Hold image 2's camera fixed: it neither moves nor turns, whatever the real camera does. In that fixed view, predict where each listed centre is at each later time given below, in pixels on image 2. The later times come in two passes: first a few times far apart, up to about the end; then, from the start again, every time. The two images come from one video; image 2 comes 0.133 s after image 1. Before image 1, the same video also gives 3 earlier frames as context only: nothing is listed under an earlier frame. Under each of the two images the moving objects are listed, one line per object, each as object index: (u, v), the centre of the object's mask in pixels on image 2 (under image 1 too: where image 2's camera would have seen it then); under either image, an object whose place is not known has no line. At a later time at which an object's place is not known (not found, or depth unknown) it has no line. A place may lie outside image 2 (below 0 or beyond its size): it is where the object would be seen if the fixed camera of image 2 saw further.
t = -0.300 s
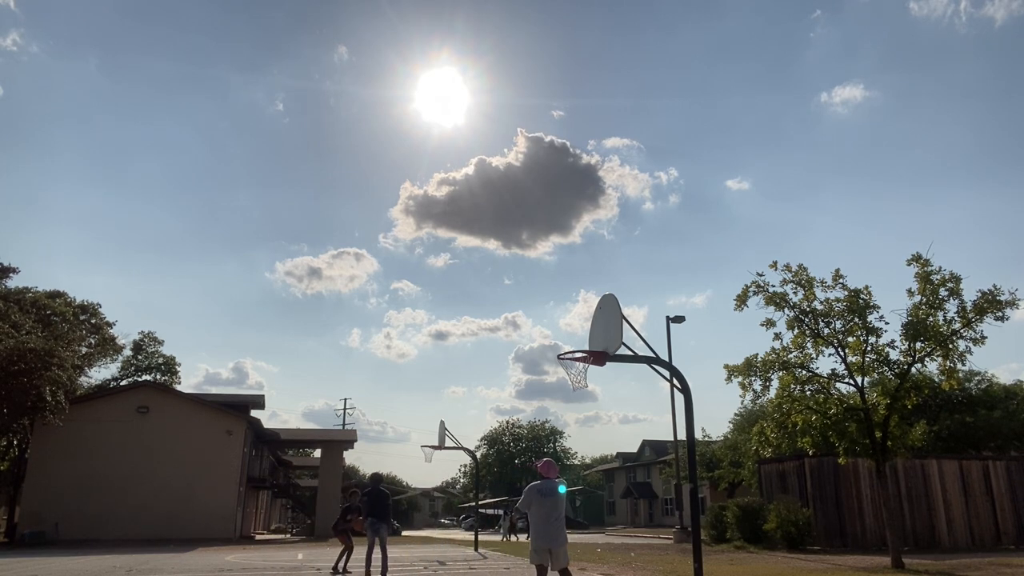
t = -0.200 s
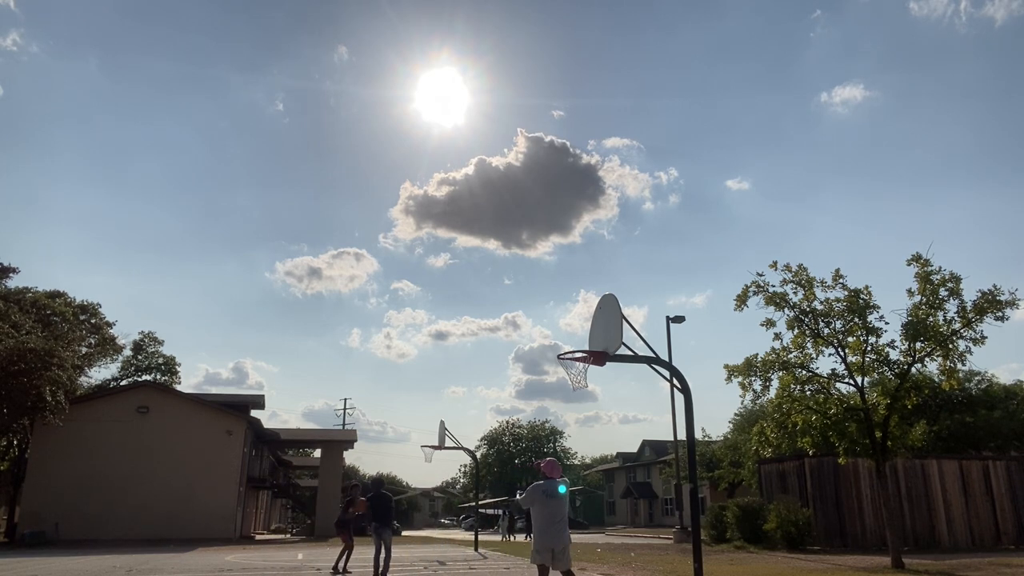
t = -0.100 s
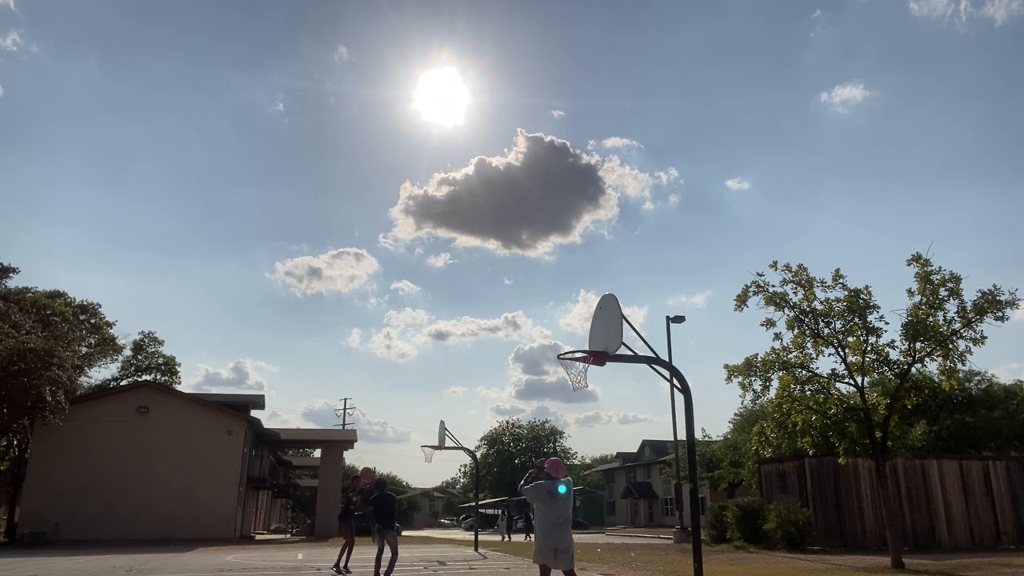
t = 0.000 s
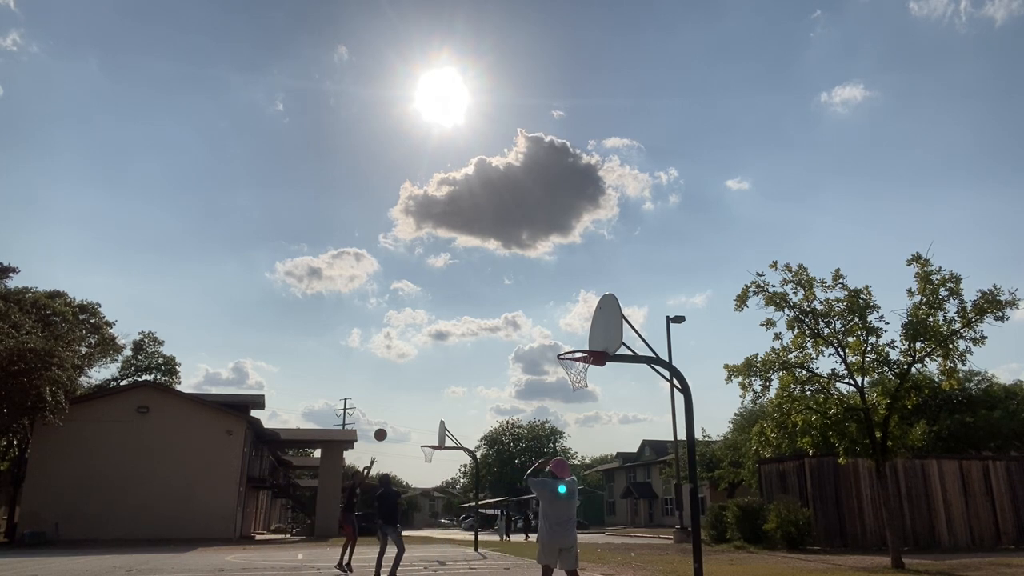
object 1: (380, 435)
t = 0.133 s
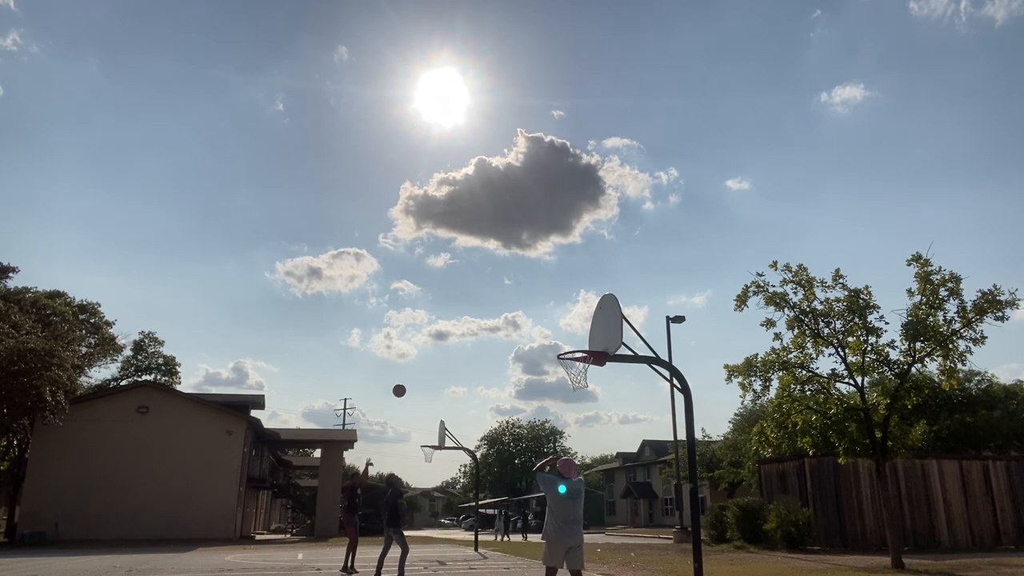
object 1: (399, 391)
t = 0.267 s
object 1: (418, 355)
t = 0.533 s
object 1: (460, 309)
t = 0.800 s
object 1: (508, 301)
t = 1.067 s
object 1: (564, 341)
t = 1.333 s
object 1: (578, 372)
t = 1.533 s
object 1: (568, 407)
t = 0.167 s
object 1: (404, 381)
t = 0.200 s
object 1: (409, 372)
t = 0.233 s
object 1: (413, 363)
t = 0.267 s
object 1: (418, 355)
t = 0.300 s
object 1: (423, 348)
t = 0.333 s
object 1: (428, 340)
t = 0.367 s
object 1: (433, 334)
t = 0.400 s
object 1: (439, 328)
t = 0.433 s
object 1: (444, 322)
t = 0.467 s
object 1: (449, 317)
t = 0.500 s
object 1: (455, 313)
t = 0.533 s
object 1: (460, 309)
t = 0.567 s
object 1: (466, 306)
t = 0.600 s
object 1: (471, 304)
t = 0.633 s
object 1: (477, 302)
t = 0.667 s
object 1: (483, 300)
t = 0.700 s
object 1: (489, 299)
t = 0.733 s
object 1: (495, 299)
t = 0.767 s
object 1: (501, 300)
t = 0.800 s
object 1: (508, 301)
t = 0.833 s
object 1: (514, 303)
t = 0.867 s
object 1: (521, 306)
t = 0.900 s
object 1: (528, 310)
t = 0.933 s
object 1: (535, 314)
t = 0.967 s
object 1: (542, 319)
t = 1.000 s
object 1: (549, 325)
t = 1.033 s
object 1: (557, 333)
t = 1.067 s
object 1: (564, 341)
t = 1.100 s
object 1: (573, 350)
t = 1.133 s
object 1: (581, 360)
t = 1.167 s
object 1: (587, 366)
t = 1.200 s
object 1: (586, 365)
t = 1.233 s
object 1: (584, 367)
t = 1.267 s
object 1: (582, 368)
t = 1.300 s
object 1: (580, 370)
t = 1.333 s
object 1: (578, 372)
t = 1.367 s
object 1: (576, 376)
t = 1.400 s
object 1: (575, 380)
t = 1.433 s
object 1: (573, 386)
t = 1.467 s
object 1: (571, 392)
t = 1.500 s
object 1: (569, 399)
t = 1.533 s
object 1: (568, 407)
